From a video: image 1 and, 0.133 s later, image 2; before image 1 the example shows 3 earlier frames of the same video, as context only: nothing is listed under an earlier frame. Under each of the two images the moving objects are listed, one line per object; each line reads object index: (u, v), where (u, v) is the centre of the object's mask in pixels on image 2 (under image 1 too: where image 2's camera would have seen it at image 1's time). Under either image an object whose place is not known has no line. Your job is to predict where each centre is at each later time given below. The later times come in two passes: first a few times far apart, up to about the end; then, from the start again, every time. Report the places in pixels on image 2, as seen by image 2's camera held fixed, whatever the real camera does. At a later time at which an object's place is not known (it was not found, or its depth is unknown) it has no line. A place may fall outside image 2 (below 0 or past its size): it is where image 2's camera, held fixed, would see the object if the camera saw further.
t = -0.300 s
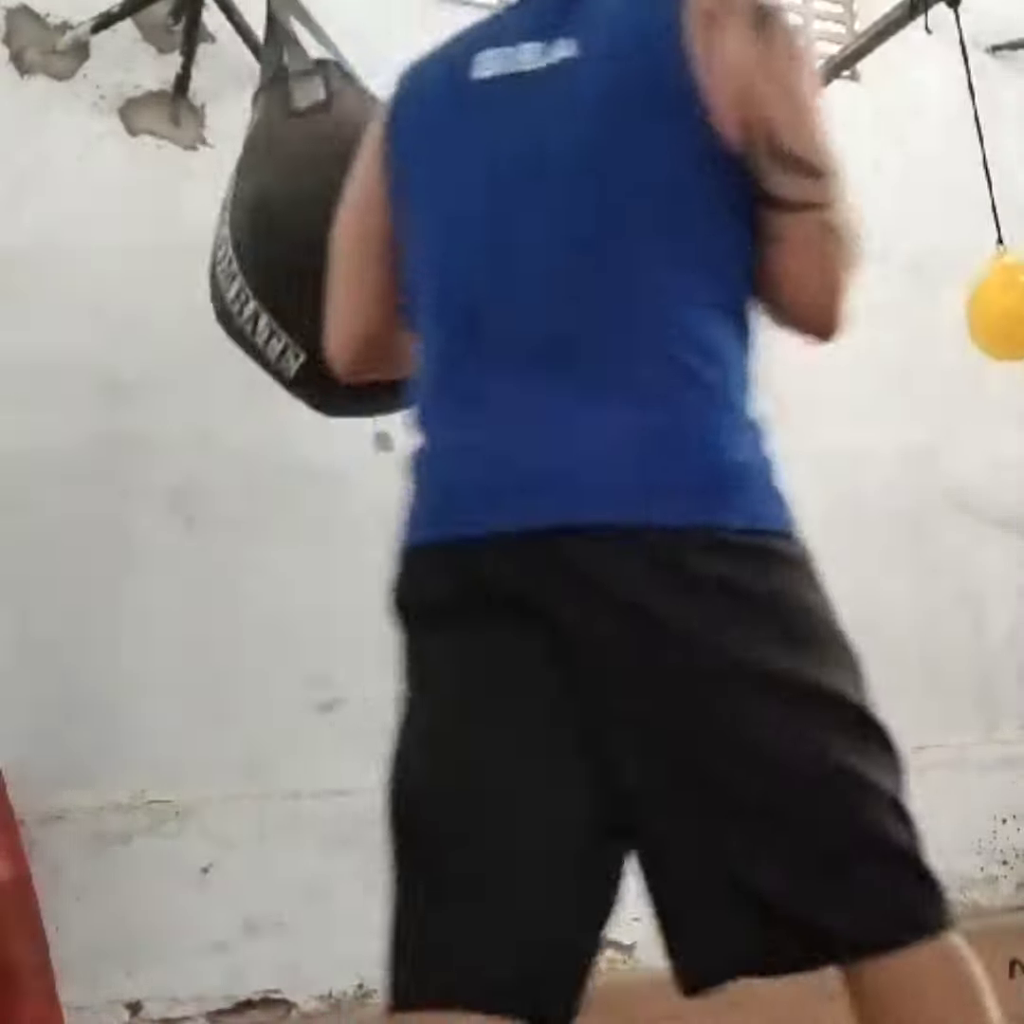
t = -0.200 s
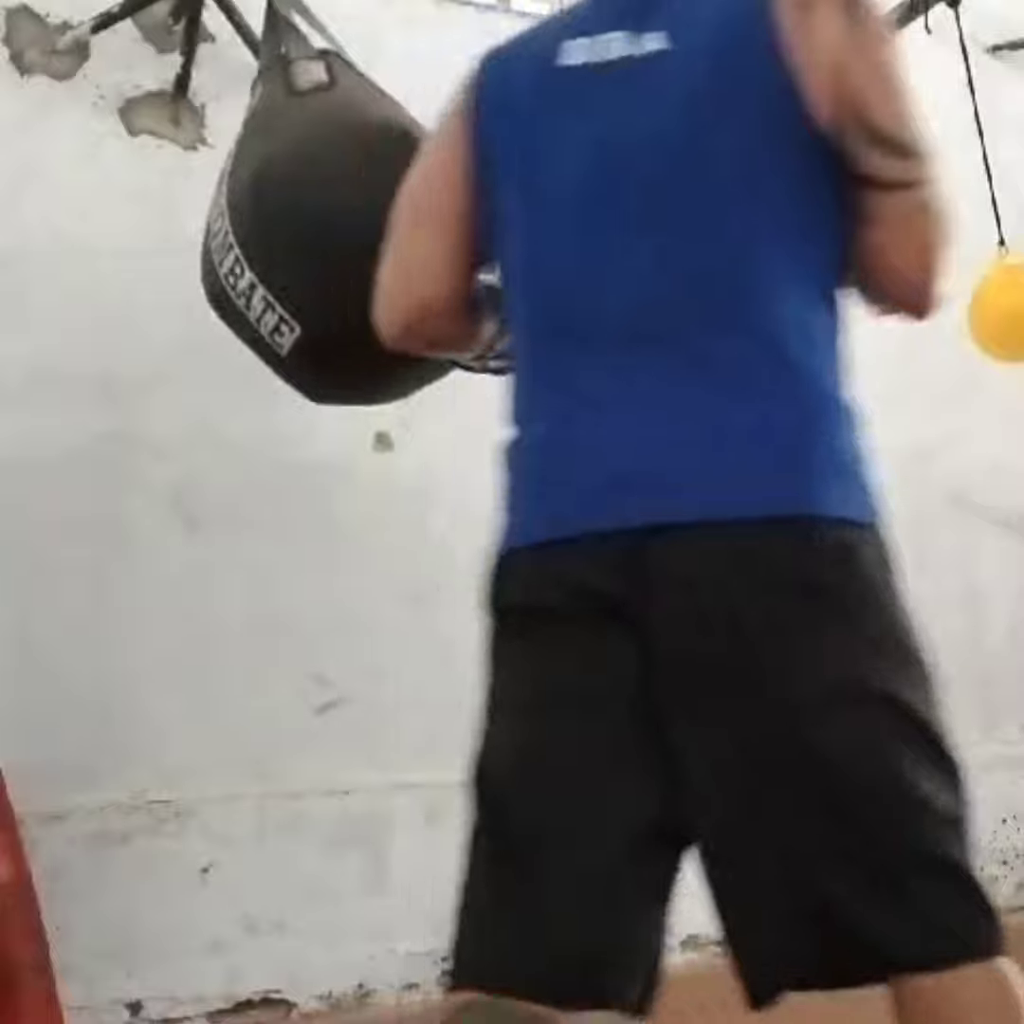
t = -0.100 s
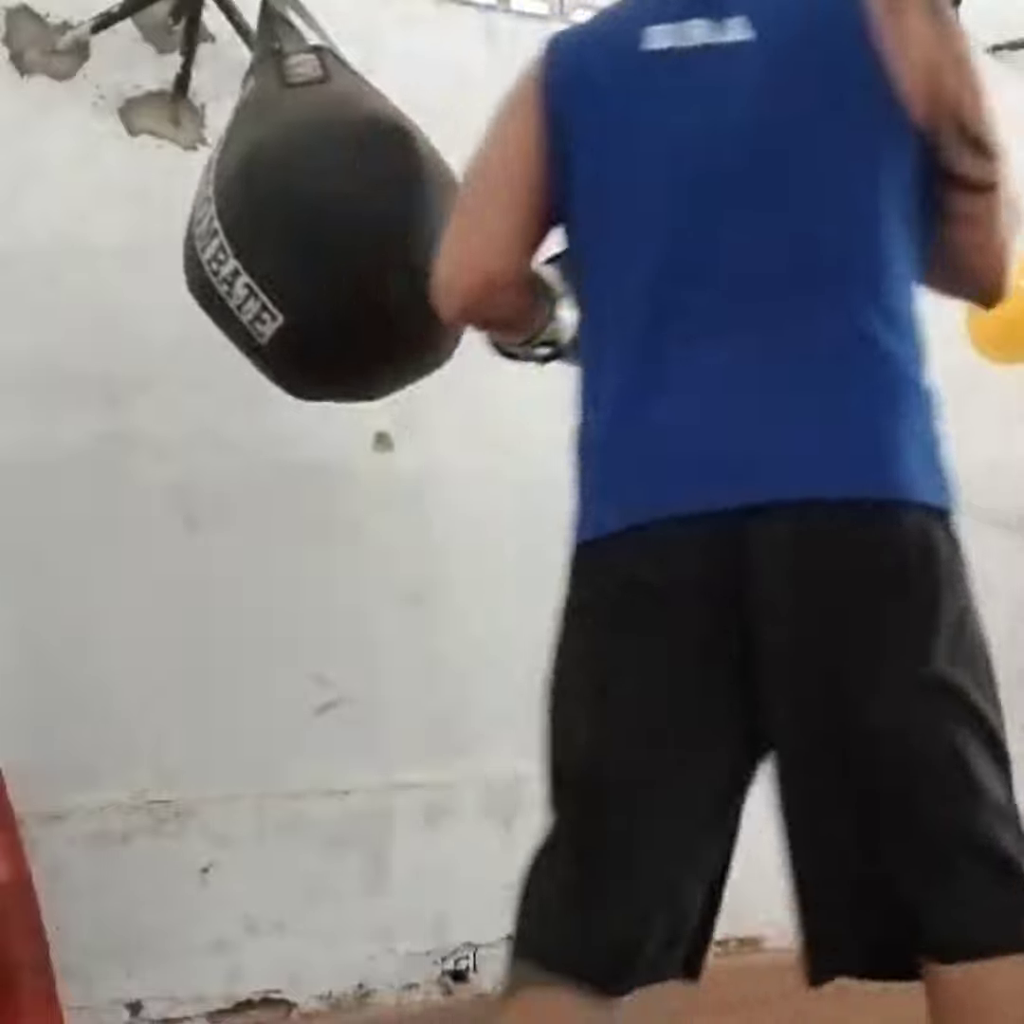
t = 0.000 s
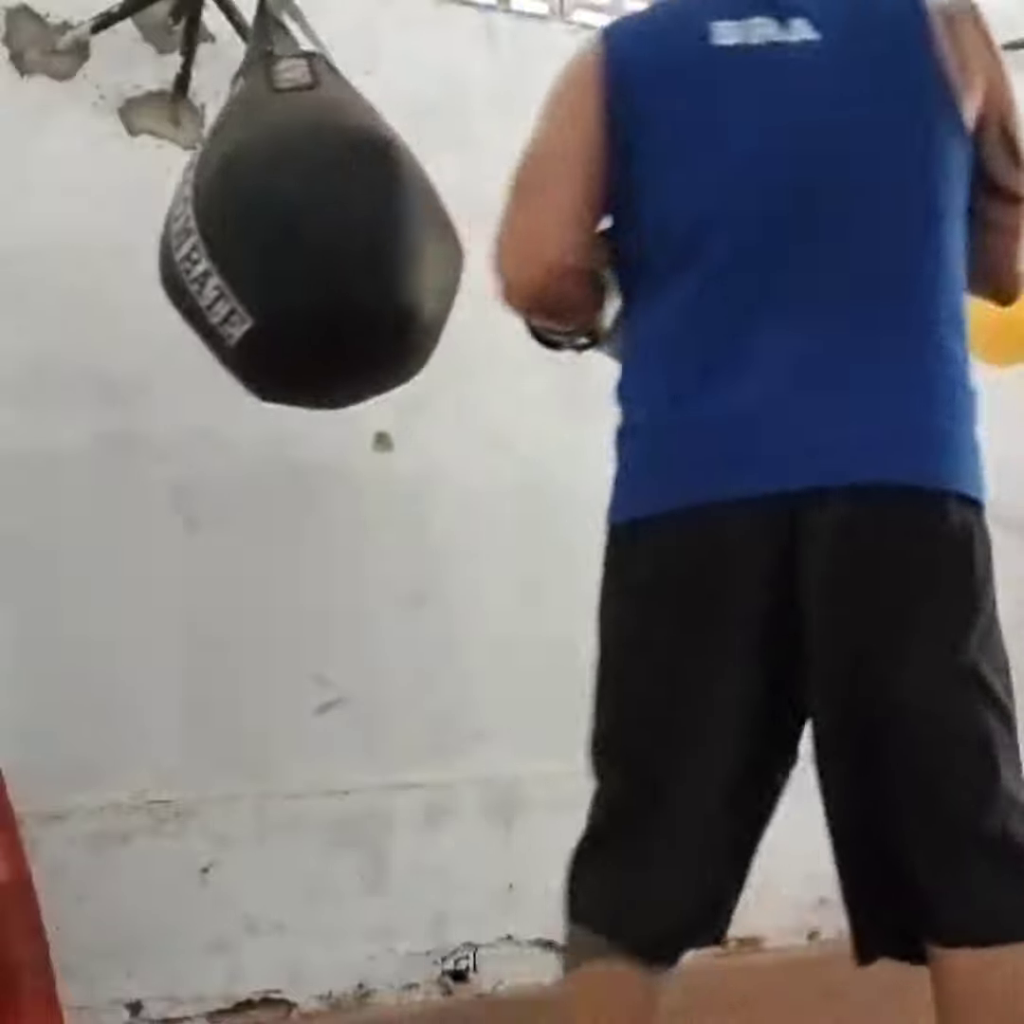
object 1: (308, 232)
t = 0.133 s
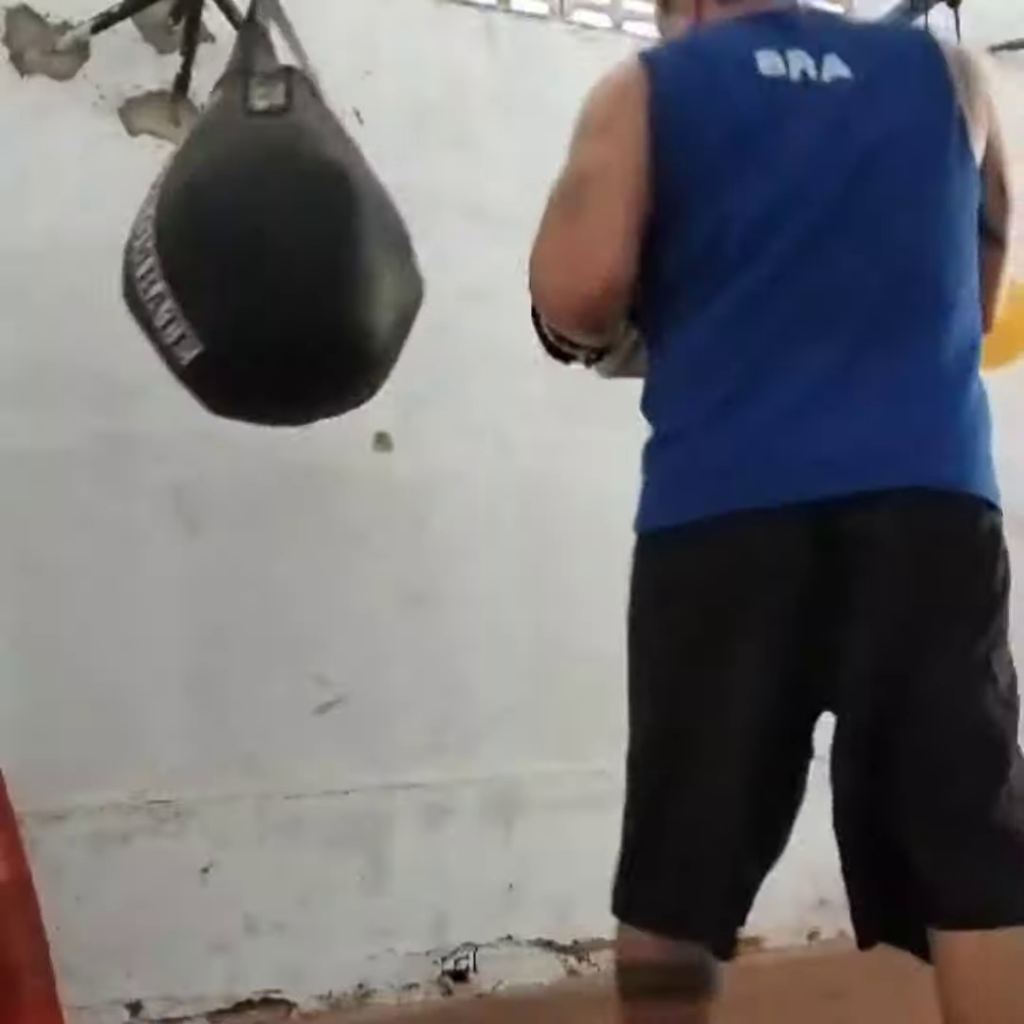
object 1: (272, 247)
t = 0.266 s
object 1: (237, 264)
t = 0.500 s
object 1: (206, 277)
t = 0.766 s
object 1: (218, 281)
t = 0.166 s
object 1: (263, 251)
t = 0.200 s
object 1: (253, 255)
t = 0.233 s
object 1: (244, 260)
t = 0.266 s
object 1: (237, 264)
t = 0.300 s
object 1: (230, 267)
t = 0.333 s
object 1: (224, 269)
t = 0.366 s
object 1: (219, 271)
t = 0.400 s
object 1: (215, 275)
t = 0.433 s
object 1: (211, 276)
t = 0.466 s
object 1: (208, 277)
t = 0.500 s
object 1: (206, 277)
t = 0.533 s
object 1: (205, 278)
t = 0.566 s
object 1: (204, 278)
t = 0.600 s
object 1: (205, 280)
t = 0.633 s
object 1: (206, 280)
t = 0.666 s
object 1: (209, 281)
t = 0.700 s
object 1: (211, 281)
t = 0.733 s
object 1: (214, 281)
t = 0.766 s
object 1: (218, 281)
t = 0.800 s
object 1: (223, 281)
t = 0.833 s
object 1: (228, 281)
